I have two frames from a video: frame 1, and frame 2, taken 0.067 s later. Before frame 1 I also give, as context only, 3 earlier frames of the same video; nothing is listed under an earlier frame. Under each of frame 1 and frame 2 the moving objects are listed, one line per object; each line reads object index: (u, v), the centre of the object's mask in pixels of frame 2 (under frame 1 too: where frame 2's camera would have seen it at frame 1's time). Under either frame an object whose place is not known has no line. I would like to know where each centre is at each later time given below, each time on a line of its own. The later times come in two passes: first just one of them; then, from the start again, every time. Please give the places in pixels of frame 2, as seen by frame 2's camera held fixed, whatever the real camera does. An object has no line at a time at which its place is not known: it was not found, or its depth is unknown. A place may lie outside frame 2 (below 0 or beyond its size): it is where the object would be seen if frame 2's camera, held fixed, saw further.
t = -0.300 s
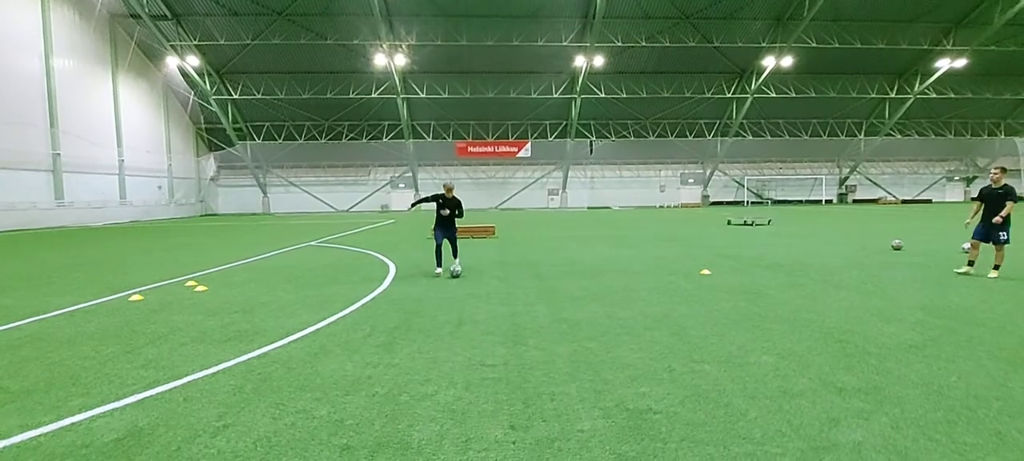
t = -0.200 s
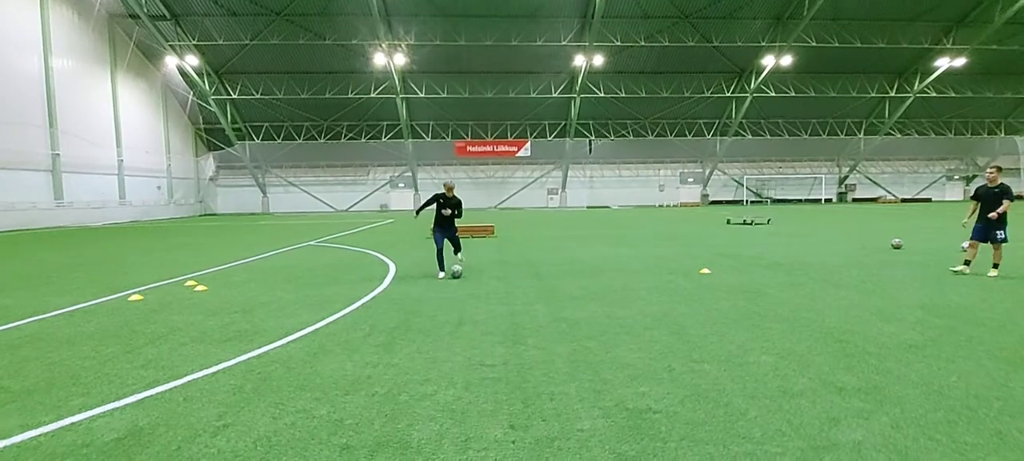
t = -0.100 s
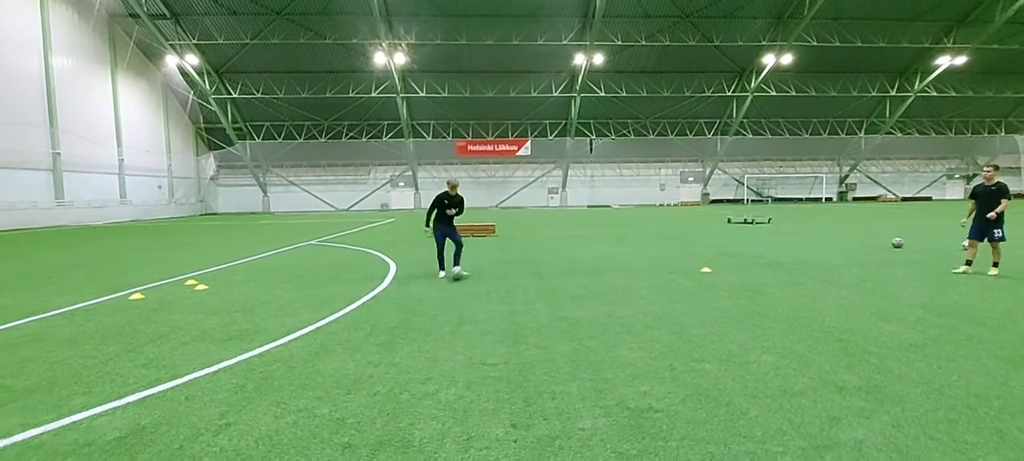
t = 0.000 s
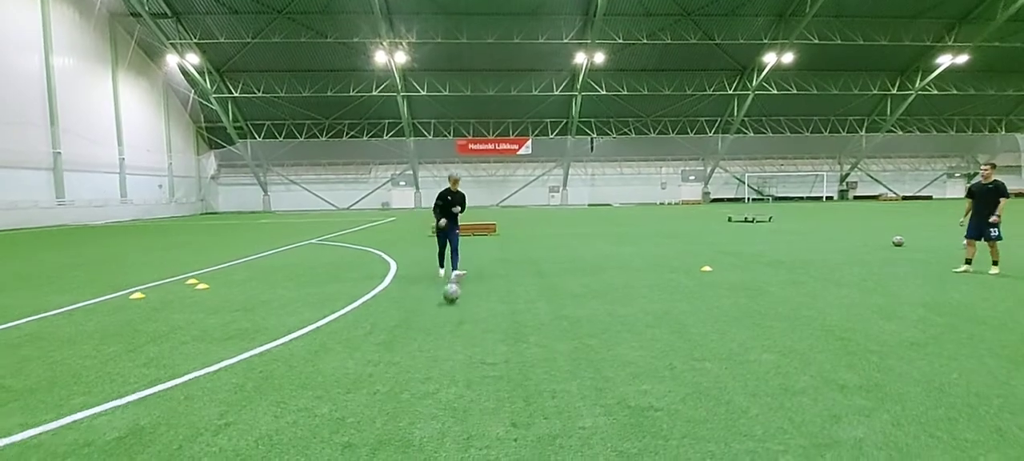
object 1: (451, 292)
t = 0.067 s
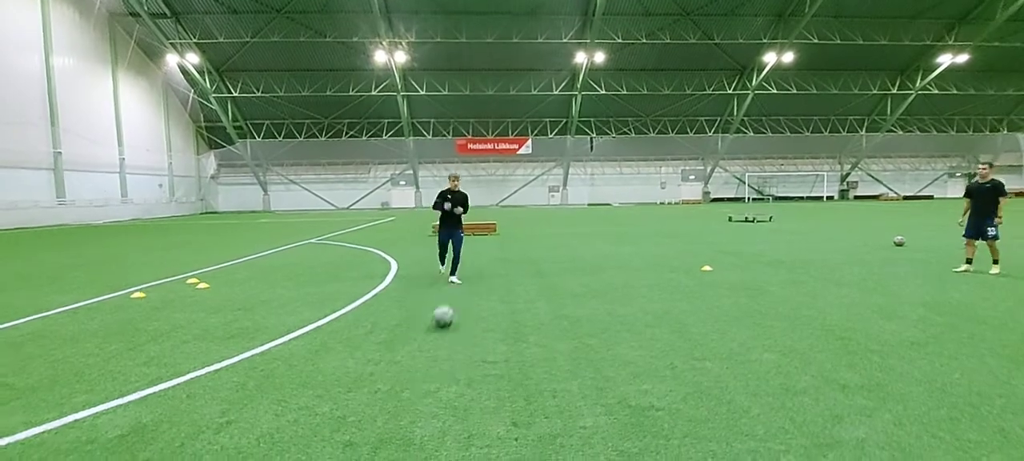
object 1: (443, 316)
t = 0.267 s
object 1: (370, 451)
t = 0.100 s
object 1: (438, 328)
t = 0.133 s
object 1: (431, 345)
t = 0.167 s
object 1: (420, 367)
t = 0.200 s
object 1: (407, 394)
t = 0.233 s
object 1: (390, 425)
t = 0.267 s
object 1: (370, 451)
